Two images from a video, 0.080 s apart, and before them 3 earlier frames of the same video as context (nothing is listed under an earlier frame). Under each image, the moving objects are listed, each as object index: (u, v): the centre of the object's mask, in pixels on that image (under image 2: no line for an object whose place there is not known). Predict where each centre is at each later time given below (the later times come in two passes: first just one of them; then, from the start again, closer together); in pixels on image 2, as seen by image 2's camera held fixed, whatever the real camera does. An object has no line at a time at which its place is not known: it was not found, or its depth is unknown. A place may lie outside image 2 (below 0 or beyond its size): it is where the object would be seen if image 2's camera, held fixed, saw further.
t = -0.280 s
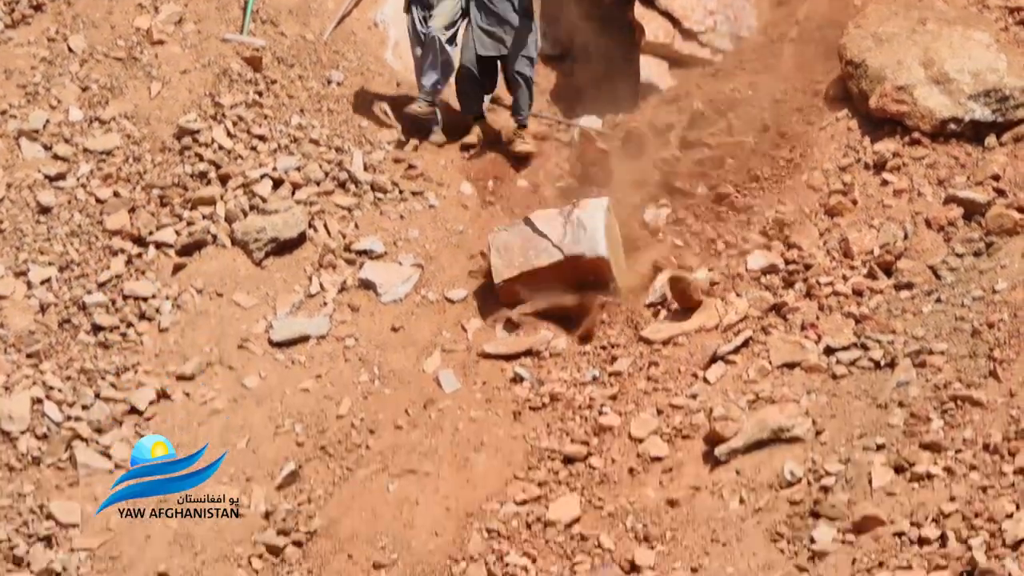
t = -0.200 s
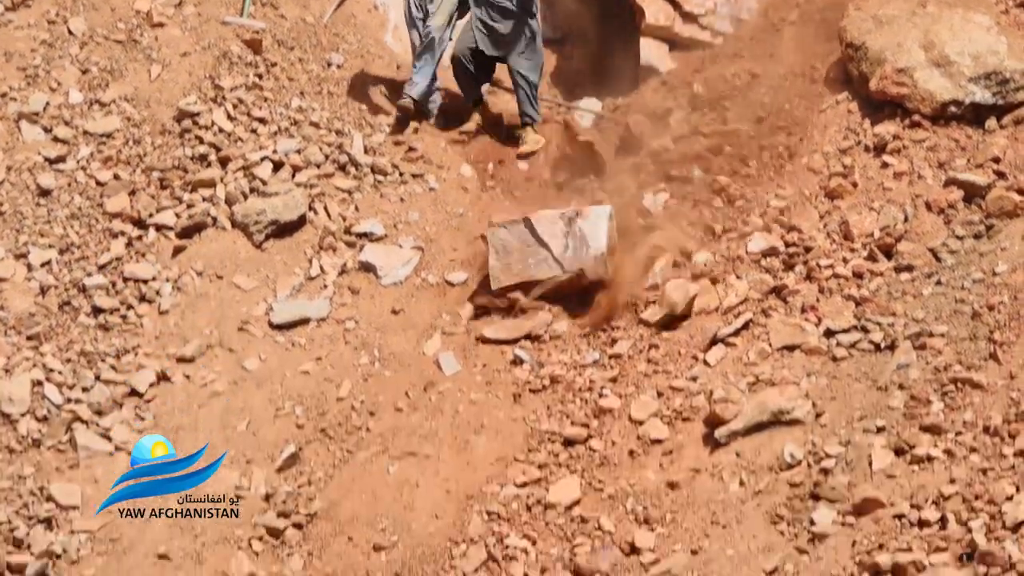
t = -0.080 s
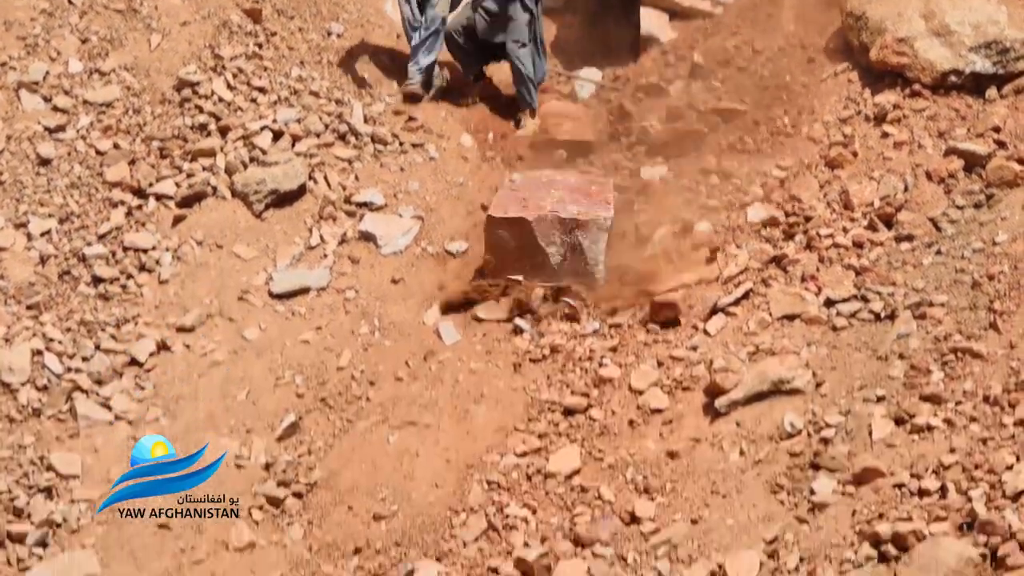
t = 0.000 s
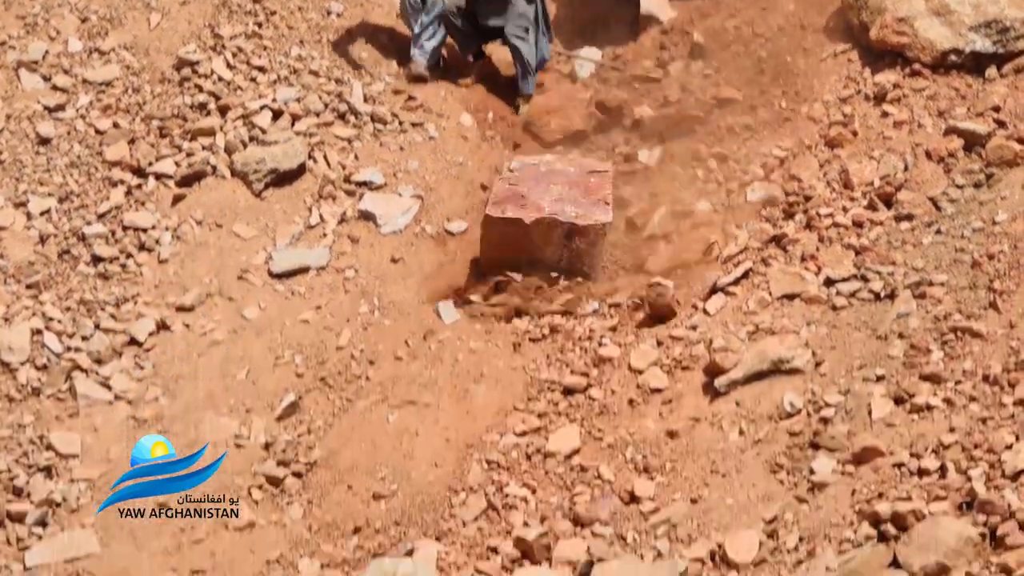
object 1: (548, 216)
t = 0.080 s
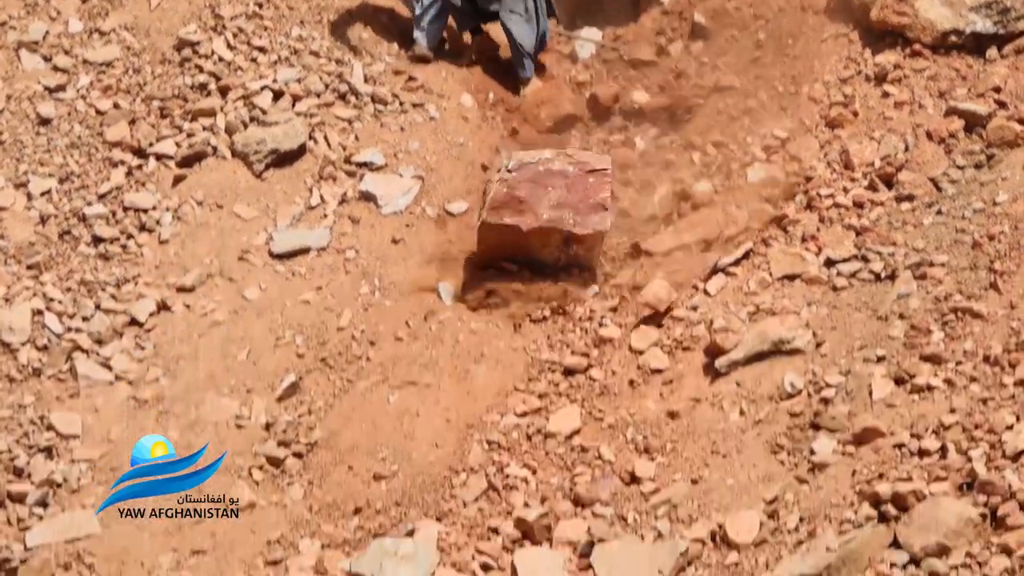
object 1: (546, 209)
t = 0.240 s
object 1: (540, 259)
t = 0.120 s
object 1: (546, 217)
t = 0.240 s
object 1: (540, 259)
